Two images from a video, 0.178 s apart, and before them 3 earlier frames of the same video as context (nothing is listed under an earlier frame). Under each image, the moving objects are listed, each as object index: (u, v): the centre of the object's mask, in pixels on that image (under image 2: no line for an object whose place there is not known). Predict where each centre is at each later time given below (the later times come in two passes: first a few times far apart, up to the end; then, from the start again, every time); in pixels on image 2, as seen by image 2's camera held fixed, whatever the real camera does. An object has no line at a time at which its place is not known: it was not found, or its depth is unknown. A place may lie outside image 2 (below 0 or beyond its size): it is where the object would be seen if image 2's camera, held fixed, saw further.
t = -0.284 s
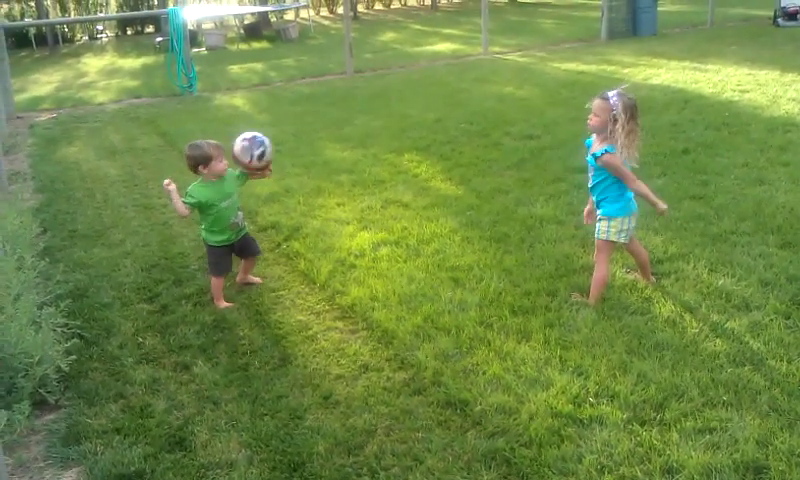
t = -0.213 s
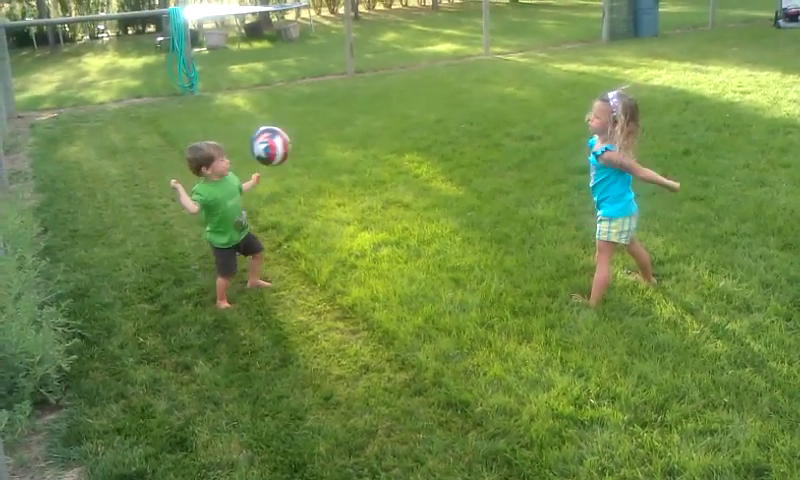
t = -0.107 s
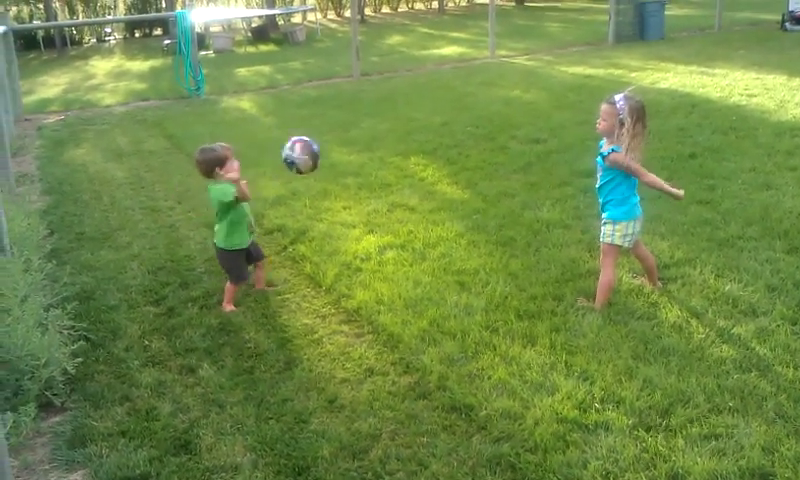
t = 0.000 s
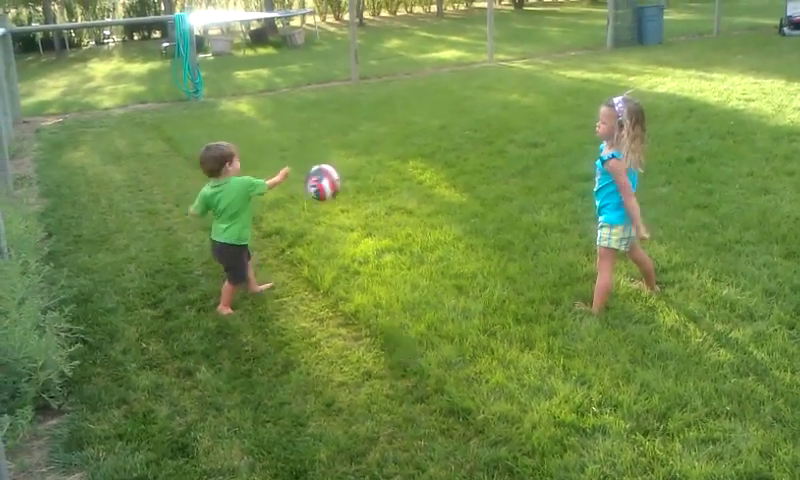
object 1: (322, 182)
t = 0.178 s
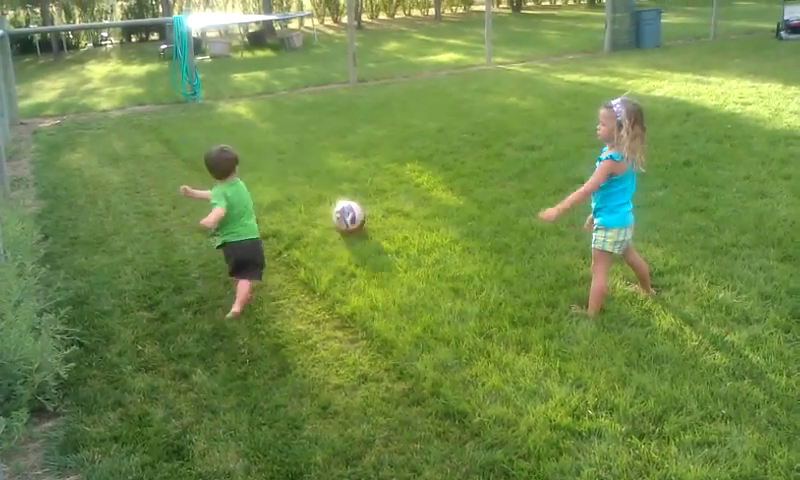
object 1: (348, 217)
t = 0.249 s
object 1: (355, 206)
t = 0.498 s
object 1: (374, 199)
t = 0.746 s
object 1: (382, 190)
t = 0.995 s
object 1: (389, 185)
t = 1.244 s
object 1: (397, 183)
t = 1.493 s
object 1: (401, 184)
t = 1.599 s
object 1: (400, 184)
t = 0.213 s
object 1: (352, 210)
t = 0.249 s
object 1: (355, 206)
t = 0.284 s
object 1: (358, 203)
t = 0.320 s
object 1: (362, 201)
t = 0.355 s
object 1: (365, 202)
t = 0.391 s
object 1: (368, 204)
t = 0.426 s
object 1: (370, 205)
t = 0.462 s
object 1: (372, 203)
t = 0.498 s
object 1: (374, 199)
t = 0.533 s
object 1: (376, 196)
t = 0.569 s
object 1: (377, 195)
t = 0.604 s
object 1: (379, 194)
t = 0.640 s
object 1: (380, 193)
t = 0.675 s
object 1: (382, 192)
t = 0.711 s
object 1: (382, 190)
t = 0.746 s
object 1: (382, 190)
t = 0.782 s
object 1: (382, 190)
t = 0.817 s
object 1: (384, 189)
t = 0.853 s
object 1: (386, 188)
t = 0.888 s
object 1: (387, 187)
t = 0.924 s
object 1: (387, 186)
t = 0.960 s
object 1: (387, 185)
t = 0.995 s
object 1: (389, 185)
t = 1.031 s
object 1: (390, 185)
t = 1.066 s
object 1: (391, 184)
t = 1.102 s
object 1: (392, 183)
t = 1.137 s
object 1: (393, 183)
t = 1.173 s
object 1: (395, 182)
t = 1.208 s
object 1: (396, 183)
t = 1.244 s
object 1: (397, 183)
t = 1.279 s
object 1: (399, 183)
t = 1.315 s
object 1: (400, 183)
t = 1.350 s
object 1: (400, 184)
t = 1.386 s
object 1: (400, 184)
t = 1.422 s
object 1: (401, 184)
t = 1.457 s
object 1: (401, 184)
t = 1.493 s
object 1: (401, 184)
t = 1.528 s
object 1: (400, 184)
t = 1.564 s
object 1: (400, 184)
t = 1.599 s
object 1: (400, 184)
